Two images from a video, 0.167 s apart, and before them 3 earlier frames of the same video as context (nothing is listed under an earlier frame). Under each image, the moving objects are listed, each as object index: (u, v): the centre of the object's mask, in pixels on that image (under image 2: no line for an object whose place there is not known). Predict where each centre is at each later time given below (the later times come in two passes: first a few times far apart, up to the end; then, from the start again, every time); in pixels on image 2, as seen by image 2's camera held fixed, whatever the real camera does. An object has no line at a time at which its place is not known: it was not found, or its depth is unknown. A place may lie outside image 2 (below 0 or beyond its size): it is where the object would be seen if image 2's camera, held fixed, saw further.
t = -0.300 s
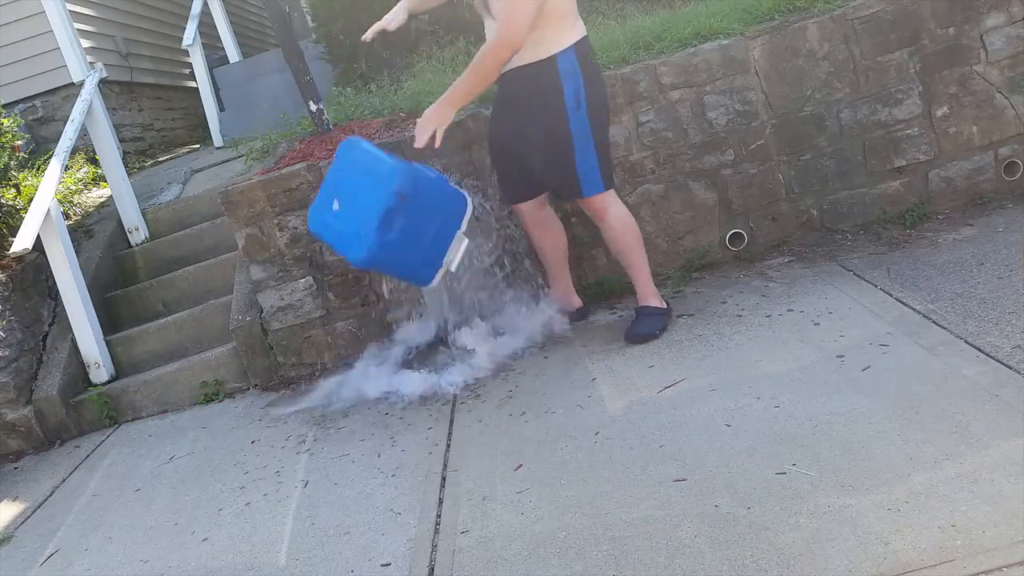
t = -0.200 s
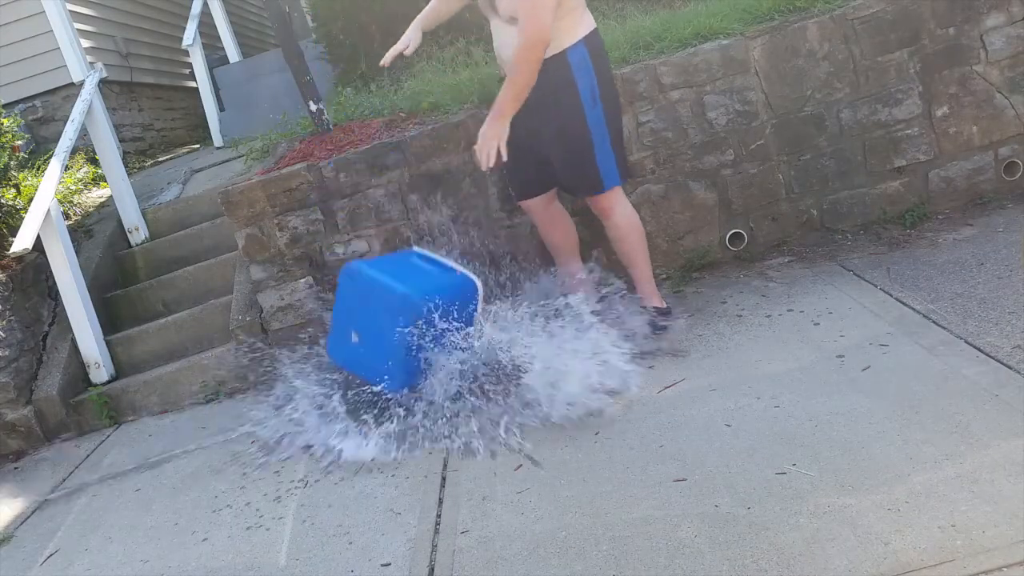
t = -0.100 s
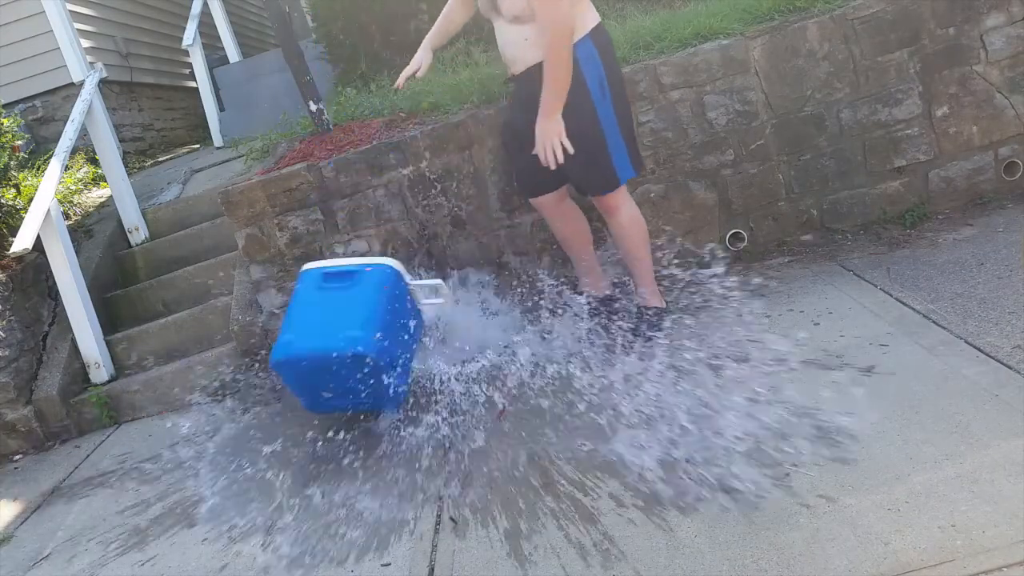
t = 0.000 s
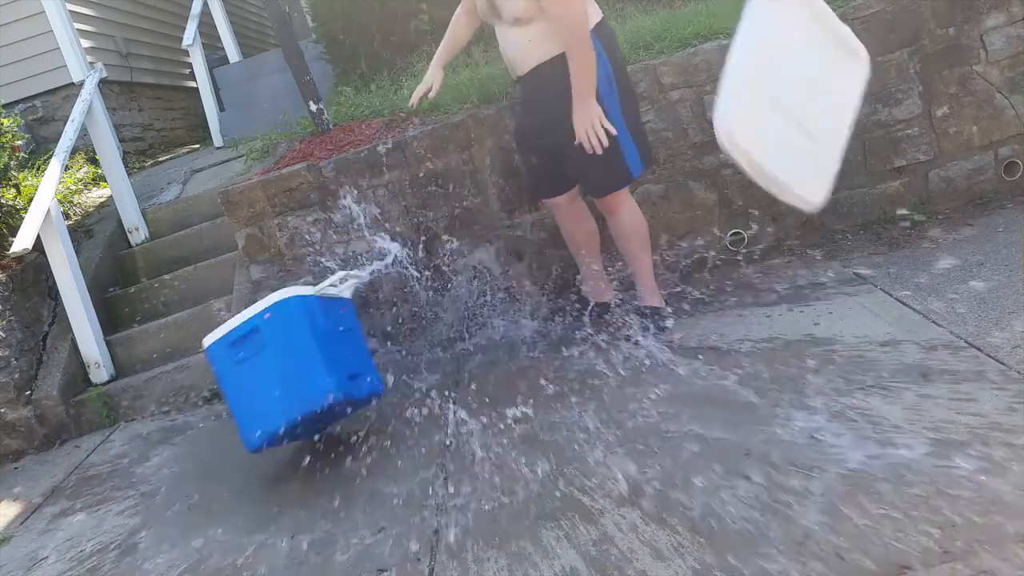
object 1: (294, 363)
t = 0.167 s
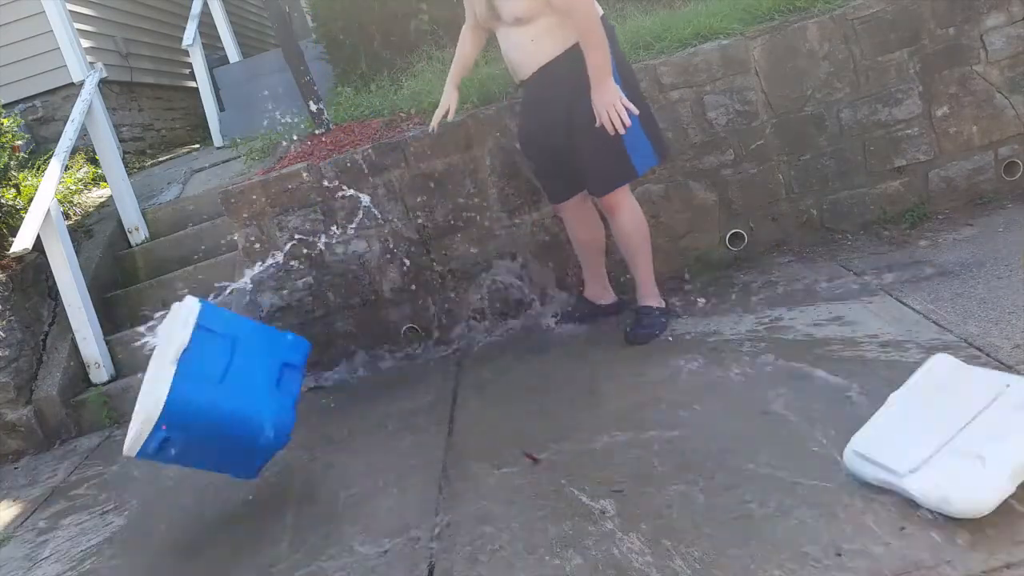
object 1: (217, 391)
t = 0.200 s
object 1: (203, 398)
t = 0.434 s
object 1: (135, 490)
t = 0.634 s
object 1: (104, 502)
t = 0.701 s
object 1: (101, 505)
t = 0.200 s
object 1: (203, 398)
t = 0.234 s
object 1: (190, 407)
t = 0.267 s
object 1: (177, 421)
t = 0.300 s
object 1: (166, 440)
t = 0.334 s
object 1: (157, 464)
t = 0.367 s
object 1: (148, 478)
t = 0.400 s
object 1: (140, 483)
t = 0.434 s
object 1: (135, 490)
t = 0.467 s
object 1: (130, 497)
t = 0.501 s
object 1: (121, 495)
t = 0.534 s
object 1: (114, 494)
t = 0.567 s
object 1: (109, 496)
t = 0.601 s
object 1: (105, 500)
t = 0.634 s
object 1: (104, 502)
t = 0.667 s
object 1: (103, 504)
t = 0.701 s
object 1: (101, 505)
